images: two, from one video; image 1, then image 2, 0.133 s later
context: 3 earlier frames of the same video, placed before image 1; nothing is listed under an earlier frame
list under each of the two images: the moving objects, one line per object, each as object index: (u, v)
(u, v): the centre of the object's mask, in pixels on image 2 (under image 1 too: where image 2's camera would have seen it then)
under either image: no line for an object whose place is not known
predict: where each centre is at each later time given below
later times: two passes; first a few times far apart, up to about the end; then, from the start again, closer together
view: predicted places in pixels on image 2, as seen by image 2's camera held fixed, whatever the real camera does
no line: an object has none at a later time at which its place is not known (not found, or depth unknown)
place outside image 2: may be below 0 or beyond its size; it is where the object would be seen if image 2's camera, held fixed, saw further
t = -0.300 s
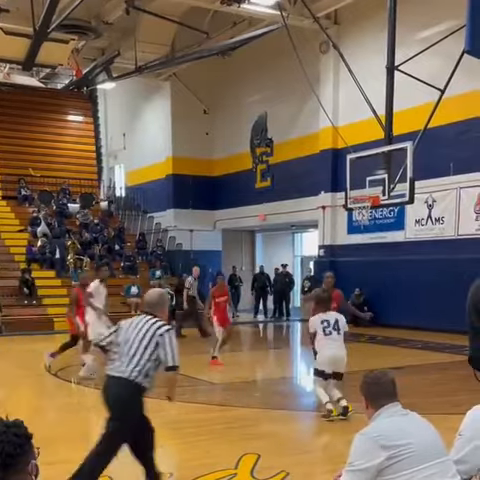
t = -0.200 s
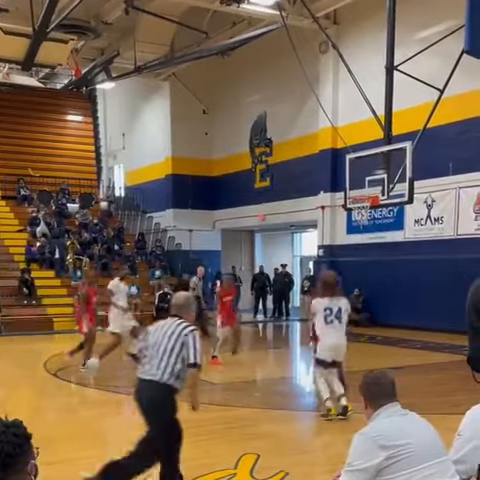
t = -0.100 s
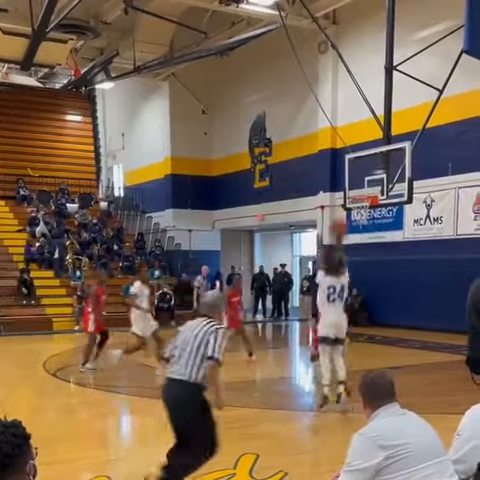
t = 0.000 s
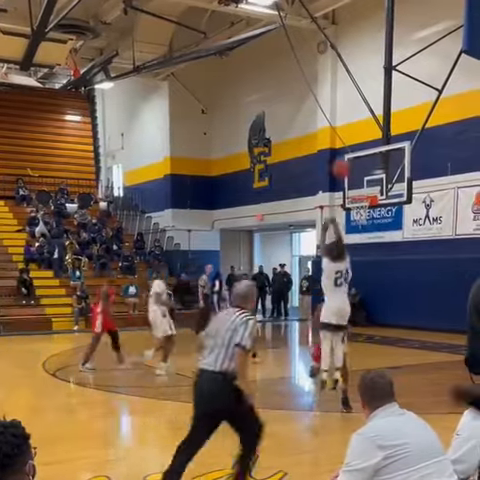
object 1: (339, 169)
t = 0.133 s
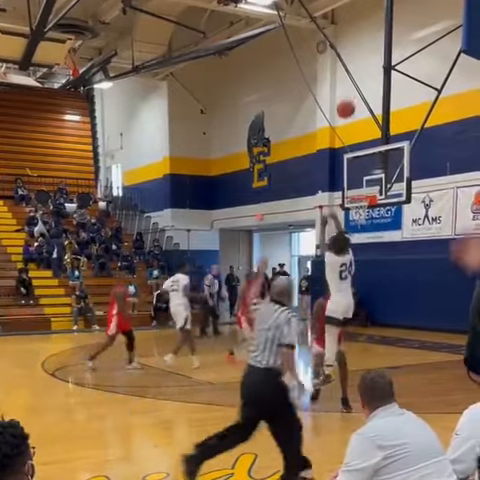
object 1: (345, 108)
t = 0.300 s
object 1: (350, 62)
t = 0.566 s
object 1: (355, 36)
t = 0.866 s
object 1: (360, 65)
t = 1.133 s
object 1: (362, 129)
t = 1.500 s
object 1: (355, 207)
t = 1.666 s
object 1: (348, 216)
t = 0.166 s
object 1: (346, 97)
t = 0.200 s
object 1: (346, 87)
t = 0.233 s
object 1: (348, 77)
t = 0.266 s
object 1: (348, 68)
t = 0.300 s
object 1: (350, 62)
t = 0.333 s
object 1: (350, 55)
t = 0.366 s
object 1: (351, 50)
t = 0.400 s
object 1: (352, 45)
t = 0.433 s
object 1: (352, 41)
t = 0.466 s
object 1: (354, 38)
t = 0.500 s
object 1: (354, 37)
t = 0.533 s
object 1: (355, 36)
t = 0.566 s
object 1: (355, 36)
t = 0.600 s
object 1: (356, 36)
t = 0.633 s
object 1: (356, 37)
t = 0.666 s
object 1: (357, 39)
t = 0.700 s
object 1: (357, 41)
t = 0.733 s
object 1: (358, 46)
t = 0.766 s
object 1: (358, 50)
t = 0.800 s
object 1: (359, 54)
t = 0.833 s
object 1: (359, 60)
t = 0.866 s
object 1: (360, 65)
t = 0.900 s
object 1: (360, 71)
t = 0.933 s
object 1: (360, 78)
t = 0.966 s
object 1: (361, 84)
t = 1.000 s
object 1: (361, 93)
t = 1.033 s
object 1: (361, 101)
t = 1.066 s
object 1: (361, 110)
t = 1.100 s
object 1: (361, 119)
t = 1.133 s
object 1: (362, 129)
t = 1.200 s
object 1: (361, 149)
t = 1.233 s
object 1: (362, 160)
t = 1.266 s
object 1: (362, 168)
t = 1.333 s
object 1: (361, 194)
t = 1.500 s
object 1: (355, 207)
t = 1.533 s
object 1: (353, 210)
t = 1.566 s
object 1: (352, 211)
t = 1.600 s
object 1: (352, 211)
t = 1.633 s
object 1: (351, 212)
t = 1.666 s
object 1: (348, 216)
